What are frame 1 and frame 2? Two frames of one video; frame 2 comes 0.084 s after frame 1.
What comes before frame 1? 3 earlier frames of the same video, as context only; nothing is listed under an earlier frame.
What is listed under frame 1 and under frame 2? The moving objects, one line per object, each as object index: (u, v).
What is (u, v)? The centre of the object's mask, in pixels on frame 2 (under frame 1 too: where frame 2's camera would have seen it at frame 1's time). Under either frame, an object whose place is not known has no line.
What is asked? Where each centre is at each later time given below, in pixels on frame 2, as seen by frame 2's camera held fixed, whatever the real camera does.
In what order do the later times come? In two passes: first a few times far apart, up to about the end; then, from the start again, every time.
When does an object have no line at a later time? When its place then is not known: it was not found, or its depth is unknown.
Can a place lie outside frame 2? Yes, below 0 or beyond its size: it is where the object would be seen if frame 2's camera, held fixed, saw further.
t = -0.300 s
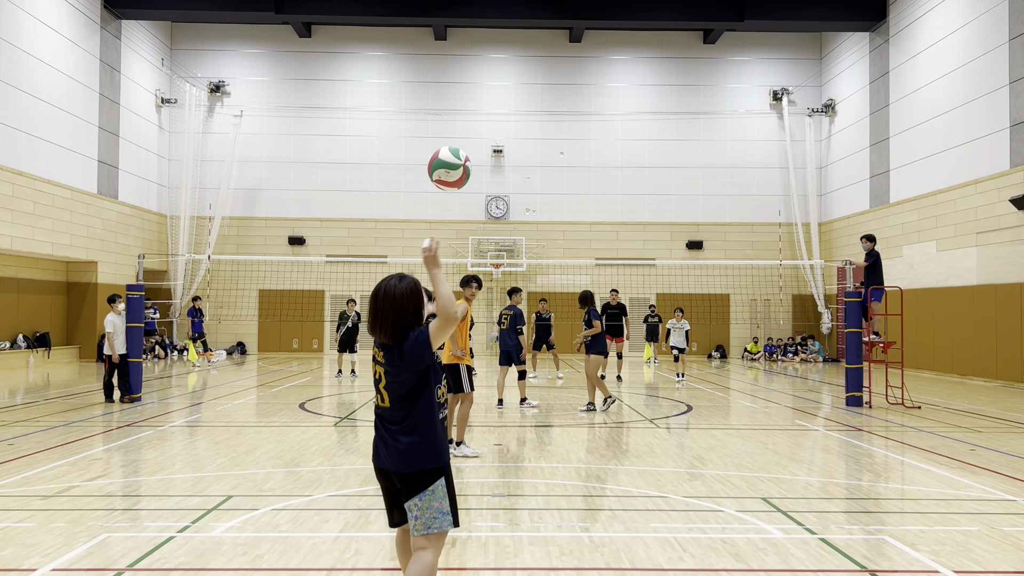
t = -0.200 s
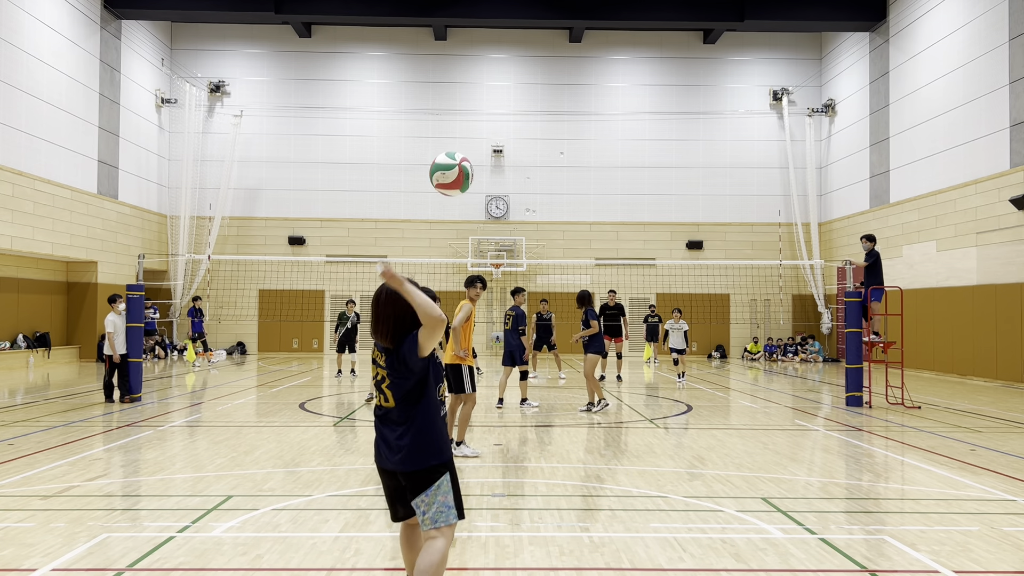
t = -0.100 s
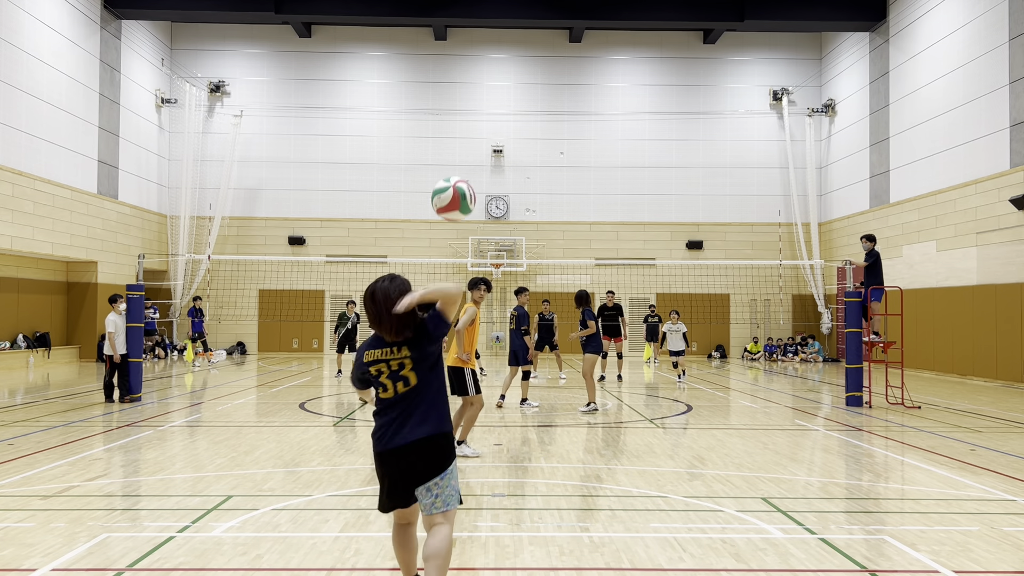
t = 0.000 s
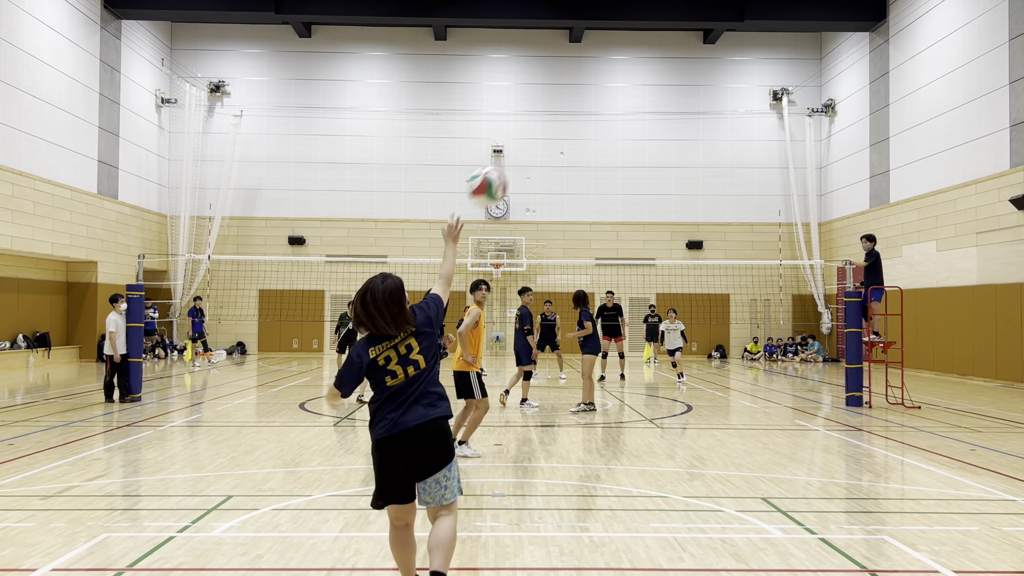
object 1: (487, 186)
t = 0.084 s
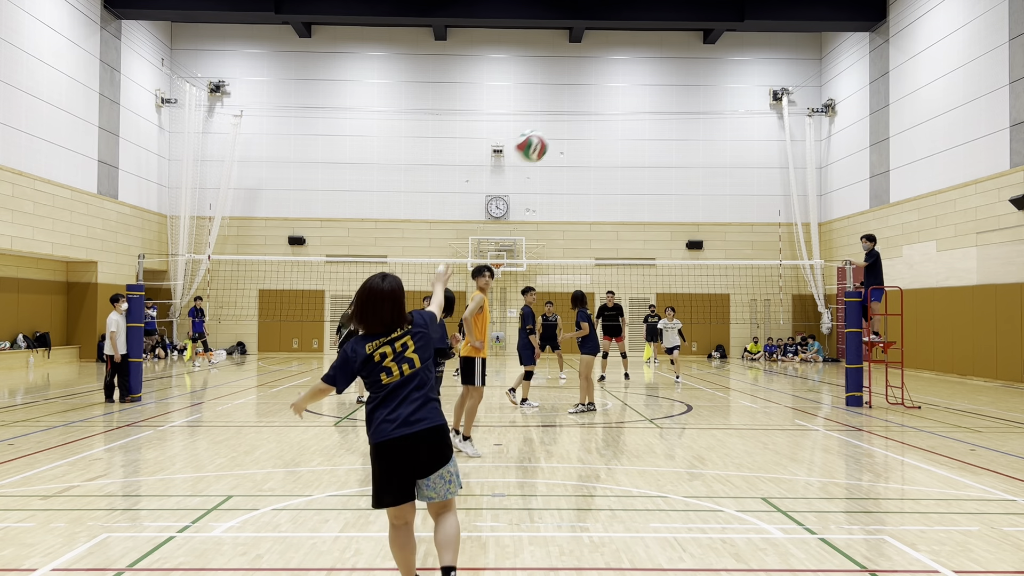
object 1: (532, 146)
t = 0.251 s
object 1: (581, 118)
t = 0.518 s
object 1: (625, 139)
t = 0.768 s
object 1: (648, 190)
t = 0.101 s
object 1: (538, 141)
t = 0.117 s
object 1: (545, 136)
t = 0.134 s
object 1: (551, 132)
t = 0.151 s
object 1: (556, 129)
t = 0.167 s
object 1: (561, 126)
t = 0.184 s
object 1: (566, 123)
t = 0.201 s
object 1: (570, 121)
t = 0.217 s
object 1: (574, 120)
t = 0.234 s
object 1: (578, 119)
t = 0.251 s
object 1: (581, 118)
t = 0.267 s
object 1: (585, 117)
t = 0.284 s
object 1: (588, 117)
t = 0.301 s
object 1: (592, 117)
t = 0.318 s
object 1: (596, 117)
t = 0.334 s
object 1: (599, 118)
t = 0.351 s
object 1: (602, 119)
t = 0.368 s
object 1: (605, 120)
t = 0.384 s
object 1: (608, 121)
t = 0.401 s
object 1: (610, 123)
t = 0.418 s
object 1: (613, 125)
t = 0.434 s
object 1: (615, 126)
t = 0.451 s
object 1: (617, 129)
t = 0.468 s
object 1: (619, 131)
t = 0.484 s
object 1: (622, 134)
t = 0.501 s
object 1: (623, 136)
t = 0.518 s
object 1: (625, 139)
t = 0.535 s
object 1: (627, 142)
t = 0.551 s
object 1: (629, 145)
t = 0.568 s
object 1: (631, 148)
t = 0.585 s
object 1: (632, 151)
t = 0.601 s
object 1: (633, 154)
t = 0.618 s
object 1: (635, 157)
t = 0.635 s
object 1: (636, 160)
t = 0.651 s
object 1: (638, 164)
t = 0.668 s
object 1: (640, 167)
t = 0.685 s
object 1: (641, 171)
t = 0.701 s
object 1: (642, 175)
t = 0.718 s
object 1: (644, 178)
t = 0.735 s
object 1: (645, 182)
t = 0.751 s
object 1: (647, 186)
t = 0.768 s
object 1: (648, 190)
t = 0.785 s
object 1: (649, 194)
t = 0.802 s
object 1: (651, 198)
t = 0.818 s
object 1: (652, 202)
